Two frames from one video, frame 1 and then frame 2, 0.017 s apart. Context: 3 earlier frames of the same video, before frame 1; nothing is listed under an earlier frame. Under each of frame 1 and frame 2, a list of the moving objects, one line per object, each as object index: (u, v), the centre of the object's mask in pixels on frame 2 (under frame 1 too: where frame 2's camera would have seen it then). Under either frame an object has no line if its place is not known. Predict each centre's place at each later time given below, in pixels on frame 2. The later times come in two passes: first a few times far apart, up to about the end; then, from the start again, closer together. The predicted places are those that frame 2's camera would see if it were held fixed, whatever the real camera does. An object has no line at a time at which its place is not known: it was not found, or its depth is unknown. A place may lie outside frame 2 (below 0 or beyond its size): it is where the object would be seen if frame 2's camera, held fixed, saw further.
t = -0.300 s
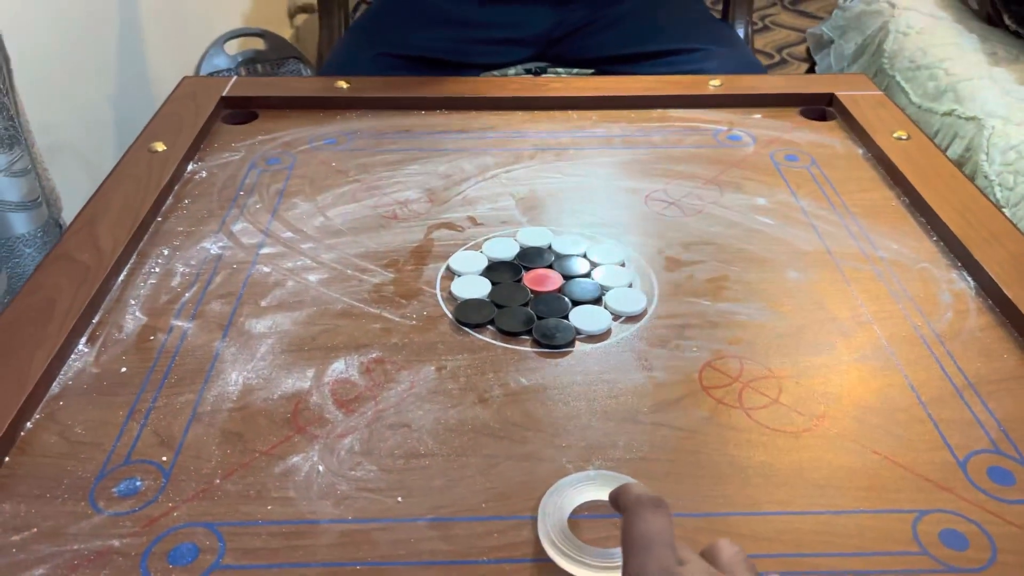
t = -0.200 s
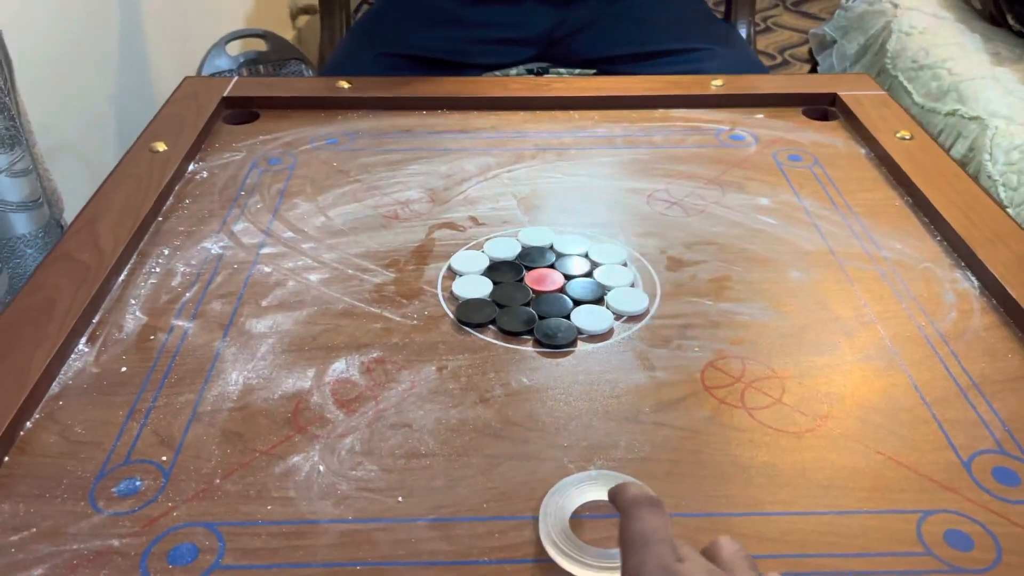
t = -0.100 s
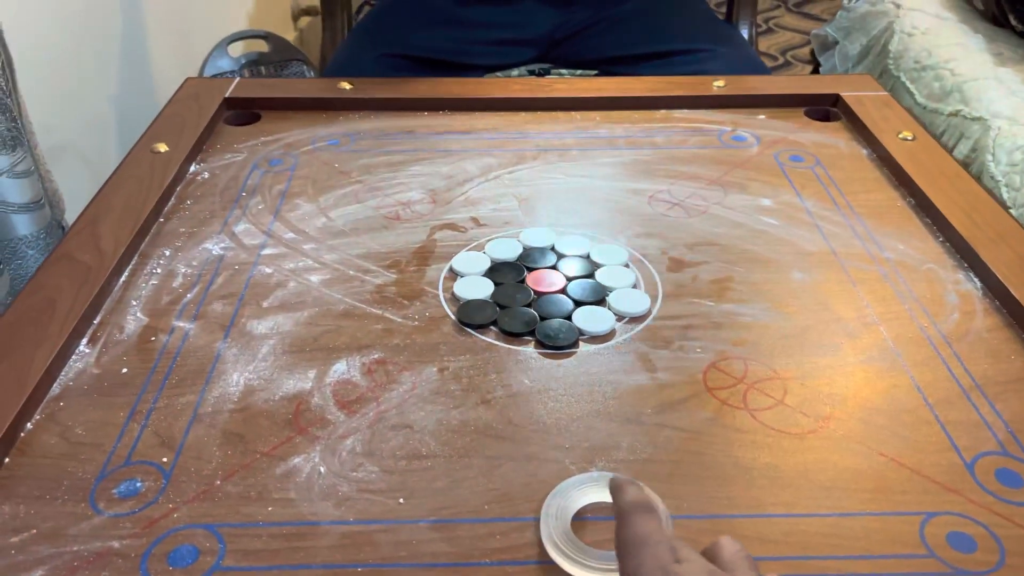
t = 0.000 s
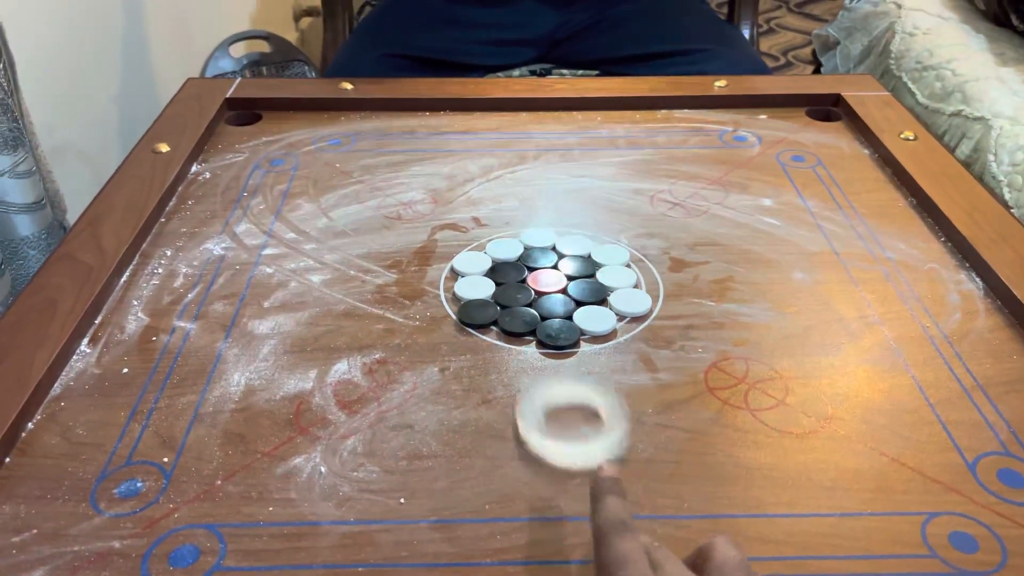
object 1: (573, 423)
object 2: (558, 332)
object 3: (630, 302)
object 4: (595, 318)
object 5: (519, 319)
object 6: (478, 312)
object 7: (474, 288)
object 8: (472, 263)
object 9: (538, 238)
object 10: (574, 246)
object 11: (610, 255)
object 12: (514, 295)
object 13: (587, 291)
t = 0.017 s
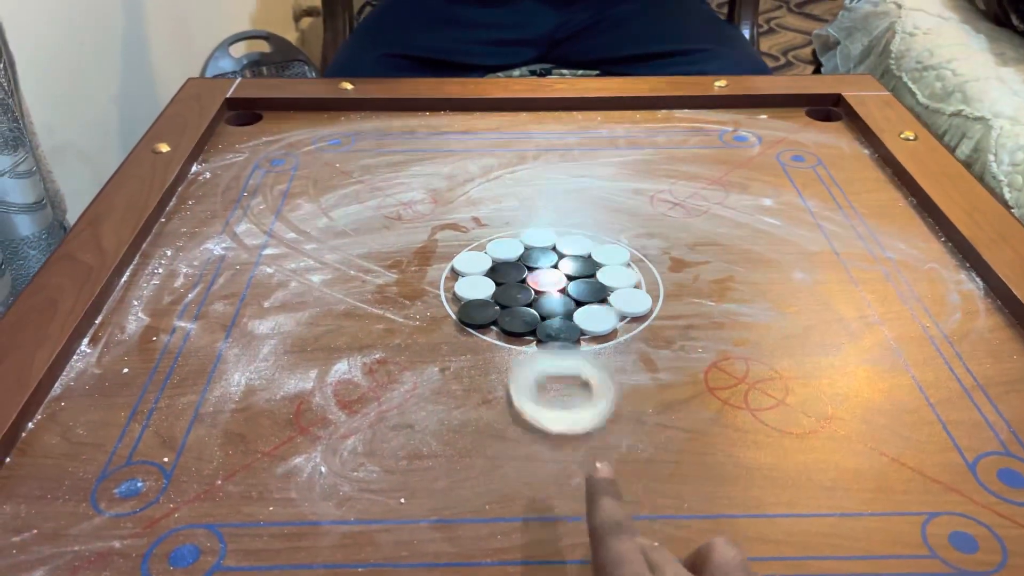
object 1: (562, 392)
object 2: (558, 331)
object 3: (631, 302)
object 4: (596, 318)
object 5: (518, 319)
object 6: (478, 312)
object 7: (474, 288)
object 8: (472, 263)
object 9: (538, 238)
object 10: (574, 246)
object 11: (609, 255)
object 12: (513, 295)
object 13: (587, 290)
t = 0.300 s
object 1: (488, 334)
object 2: (561, 269)
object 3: (904, 271)
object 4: (674, 302)
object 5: (358, 340)
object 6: (212, 331)
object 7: (238, 247)
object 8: (318, 192)
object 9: (509, 154)
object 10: (625, 168)
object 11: (674, 181)
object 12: (405, 265)
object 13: (616, 266)
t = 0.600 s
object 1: (461, 321)
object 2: (566, 237)
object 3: (769, 293)
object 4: (720, 308)
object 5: (211, 370)
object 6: (135, 362)
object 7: (250, 230)
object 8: (227, 149)
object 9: (497, 120)
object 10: (660, 129)
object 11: (723, 137)
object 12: (337, 251)
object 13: (632, 257)
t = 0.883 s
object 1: (461, 321)
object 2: (569, 233)
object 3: (794, 300)
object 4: (659, 357)
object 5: (203, 421)
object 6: (80, 381)
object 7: (338, 229)
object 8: (263, 148)
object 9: (493, 149)
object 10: (642, 136)
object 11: (736, 135)
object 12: (331, 251)
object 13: (633, 256)
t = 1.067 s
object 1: (461, 321)
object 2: (569, 233)
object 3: (794, 300)
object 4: (630, 390)
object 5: (213, 458)
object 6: (87, 390)
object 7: (378, 235)
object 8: (266, 149)
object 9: (494, 168)
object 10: (642, 136)
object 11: (736, 135)
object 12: (331, 251)
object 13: (633, 256)
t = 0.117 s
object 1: (530, 362)
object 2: (561, 305)
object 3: (785, 288)
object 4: (625, 308)
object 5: (460, 326)
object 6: (375, 319)
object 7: (385, 270)
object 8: (413, 234)
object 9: (525, 203)
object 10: (590, 216)
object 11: (635, 224)
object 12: (472, 283)
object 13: (598, 281)
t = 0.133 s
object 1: (525, 359)
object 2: (561, 302)
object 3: (810, 285)
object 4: (630, 308)
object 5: (450, 327)
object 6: (360, 320)
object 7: (370, 267)
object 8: (403, 230)
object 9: (523, 198)
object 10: (594, 211)
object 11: (639, 219)
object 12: (464, 281)
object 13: (601, 279)
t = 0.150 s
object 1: (520, 356)
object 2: (561, 297)
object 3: (835, 283)
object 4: (634, 307)
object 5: (440, 328)
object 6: (345, 320)
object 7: (356, 265)
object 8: (392, 225)
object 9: (522, 192)
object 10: (597, 206)
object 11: (643, 215)
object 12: (457, 279)
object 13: (602, 278)
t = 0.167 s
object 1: (516, 353)
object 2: (561, 294)
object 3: (860, 280)
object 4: (638, 305)
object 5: (431, 329)
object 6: (330, 321)
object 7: (342, 263)
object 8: (384, 221)
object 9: (520, 188)
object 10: (600, 202)
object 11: (646, 211)
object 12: (451, 278)
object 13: (604, 276)
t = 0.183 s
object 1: (511, 351)
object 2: (561, 289)
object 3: (884, 279)
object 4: (643, 305)
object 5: (421, 330)
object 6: (316, 322)
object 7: (328, 261)
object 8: (375, 217)
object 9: (519, 182)
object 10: (603, 197)
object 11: (650, 207)
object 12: (445, 276)
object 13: (606, 275)
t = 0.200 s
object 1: (508, 348)
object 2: (561, 286)
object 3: (908, 277)
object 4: (648, 304)
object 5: (412, 331)
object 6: (301, 323)
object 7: (315, 258)
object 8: (366, 214)
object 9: (517, 178)
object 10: (607, 192)
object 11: (654, 203)
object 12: (439, 274)
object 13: (607, 273)
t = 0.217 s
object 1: (503, 345)
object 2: (561, 284)
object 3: (931, 275)
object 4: (652, 305)
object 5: (403, 333)
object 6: (286, 325)
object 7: (301, 256)
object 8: (357, 210)
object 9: (515, 174)
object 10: (610, 188)
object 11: (658, 198)
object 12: (433, 272)
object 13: (609, 272)
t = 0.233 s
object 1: (501, 343)
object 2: (561, 281)
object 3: (954, 273)
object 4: (657, 304)
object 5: (394, 335)
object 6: (272, 326)
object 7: (288, 254)
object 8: (349, 206)
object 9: (514, 169)
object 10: (613, 184)
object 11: (661, 195)
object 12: (427, 271)
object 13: (610, 271)
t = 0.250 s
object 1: (497, 340)
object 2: (561, 277)
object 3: (949, 273)
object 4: (661, 304)
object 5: (385, 335)
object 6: (257, 327)
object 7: (276, 252)
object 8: (341, 202)
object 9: (513, 165)
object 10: (616, 180)
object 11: (664, 191)
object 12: (421, 269)
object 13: (612, 270)
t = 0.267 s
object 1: (494, 337)
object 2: (561, 275)
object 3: (933, 272)
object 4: (665, 303)
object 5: (376, 336)
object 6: (242, 328)
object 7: (263, 250)
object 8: (333, 199)
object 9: (511, 162)
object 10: (619, 176)
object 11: (667, 187)
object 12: (416, 268)
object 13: (613, 269)
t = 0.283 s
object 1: (491, 335)
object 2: (561, 273)
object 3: (919, 271)
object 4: (670, 302)
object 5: (367, 337)
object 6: (228, 329)
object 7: (251, 248)
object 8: (325, 196)
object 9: (510, 157)
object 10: (622, 172)
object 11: (671, 184)
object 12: (411, 266)
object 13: (614, 268)
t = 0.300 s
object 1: (488, 334)
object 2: (561, 269)
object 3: (904, 271)
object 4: (674, 302)
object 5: (358, 340)
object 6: (212, 331)
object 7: (238, 247)
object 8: (318, 192)
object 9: (509, 154)
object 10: (625, 168)
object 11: (674, 181)
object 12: (405, 265)
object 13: (616, 266)
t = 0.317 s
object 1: (484, 333)
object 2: (561, 266)
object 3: (890, 271)
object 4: (678, 302)
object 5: (349, 340)
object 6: (199, 332)
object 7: (227, 245)
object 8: (310, 189)
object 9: (509, 150)
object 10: (628, 165)
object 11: (677, 177)
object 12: (400, 263)
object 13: (617, 265)
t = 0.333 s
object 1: (482, 332)
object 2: (561, 264)
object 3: (876, 270)
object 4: (682, 301)
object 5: (341, 341)
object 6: (184, 333)
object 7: (214, 243)
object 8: (303, 186)
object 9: (508, 147)
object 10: (630, 162)
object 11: (680, 174)
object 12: (395, 262)
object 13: (618, 264)
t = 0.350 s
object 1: (479, 330)
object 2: (561, 262)
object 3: (862, 270)
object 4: (686, 301)
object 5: (332, 342)
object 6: (170, 335)
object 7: (202, 242)
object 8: (295, 183)
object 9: (506, 144)
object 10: (633, 159)
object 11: (683, 171)
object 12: (390, 261)
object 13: (619, 264)
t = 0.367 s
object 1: (477, 329)
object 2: (561, 259)
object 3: (849, 270)
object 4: (690, 301)
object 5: (324, 344)
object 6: (156, 336)
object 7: (192, 240)
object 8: (288, 180)
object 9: (506, 141)
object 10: (636, 155)
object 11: (686, 168)
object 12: (385, 260)
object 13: (620, 263)
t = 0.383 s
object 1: (474, 327)
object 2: (562, 258)
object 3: (835, 270)
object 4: (694, 301)
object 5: (315, 346)
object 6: (142, 337)
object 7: (179, 238)
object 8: (281, 177)
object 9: (505, 138)
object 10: (638, 153)
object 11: (689, 165)
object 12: (380, 257)
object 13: (621, 262)
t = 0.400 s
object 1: (473, 326)
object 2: (562, 255)
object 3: (823, 270)
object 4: (697, 300)
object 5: (306, 347)
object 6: (129, 338)
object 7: (168, 237)
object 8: (274, 174)
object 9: (504, 135)
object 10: (641, 150)
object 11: (692, 162)
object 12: (376, 257)
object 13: (622, 261)
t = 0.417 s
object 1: (471, 325)
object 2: (562, 253)
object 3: (810, 270)
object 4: (701, 300)
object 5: (297, 349)
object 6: (114, 340)
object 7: (172, 236)
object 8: (267, 171)
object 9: (503, 132)
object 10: (643, 147)
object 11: (695, 160)
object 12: (372, 255)
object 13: (623, 260)
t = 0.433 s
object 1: (469, 324)
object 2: (562, 251)
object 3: (798, 269)
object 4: (705, 300)
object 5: (290, 350)
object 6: (103, 341)
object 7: (181, 235)
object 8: (261, 169)
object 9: (502, 130)
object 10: (645, 144)
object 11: (697, 157)
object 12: (368, 256)
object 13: (624, 260)
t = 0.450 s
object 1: (468, 323)
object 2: (562, 249)
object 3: (786, 269)
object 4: (708, 301)
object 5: (281, 352)
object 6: (106, 343)
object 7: (189, 235)
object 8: (254, 166)
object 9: (502, 127)
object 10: (648, 142)
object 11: (700, 155)
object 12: (364, 255)
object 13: (625, 259)
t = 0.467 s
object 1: (467, 323)
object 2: (562, 247)
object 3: (778, 271)
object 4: (711, 301)
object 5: (272, 354)
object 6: (109, 345)
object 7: (196, 234)
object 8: (249, 163)
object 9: (501, 125)
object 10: (650, 140)
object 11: (703, 152)
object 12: (360, 254)
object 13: (626, 259)
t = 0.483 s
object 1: (465, 322)
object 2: (563, 246)
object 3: (775, 274)
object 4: (715, 301)
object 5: (265, 356)
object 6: (113, 347)
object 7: (203, 233)
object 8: (242, 161)
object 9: (500, 122)
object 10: (652, 137)
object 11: (705, 150)
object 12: (356, 254)
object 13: (627, 258)
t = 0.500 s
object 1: (464, 322)
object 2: (563, 244)
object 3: (772, 278)
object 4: (718, 301)
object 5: (256, 357)
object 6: (116, 349)
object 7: (211, 233)
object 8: (236, 159)
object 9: (500, 120)
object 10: (654, 135)
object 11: (708, 147)
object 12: (353, 253)
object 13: (628, 258)
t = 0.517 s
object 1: (464, 322)
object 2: (563, 243)
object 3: (769, 281)
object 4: (721, 301)
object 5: (248, 359)
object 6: (119, 352)
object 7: (217, 232)
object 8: (231, 157)
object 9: (499, 118)
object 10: (656, 134)
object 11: (711, 145)
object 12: (350, 253)
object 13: (628, 258)
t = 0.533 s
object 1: (463, 321)
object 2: (564, 242)
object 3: (766, 284)
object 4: (724, 301)
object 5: (241, 361)
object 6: (122, 354)
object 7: (224, 232)
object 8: (226, 155)
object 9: (498, 115)
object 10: (657, 132)
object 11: (713, 143)
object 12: (347, 252)
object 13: (629, 258)
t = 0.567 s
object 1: (462, 321)
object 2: (565, 239)
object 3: (762, 290)
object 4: (728, 303)
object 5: (225, 366)
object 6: (129, 358)
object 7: (238, 231)
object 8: (218, 151)
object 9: (498, 117)
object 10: (659, 130)
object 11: (719, 139)
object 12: (342, 251)
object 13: (631, 257)
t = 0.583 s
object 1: (461, 321)
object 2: (565, 238)
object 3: (765, 292)
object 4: (724, 306)
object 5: (218, 368)
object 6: (132, 360)
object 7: (243, 230)
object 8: (223, 149)
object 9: (498, 118)
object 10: (660, 130)
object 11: (721, 138)
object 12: (339, 251)
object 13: (631, 257)
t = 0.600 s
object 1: (461, 321)
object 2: (566, 237)
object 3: (769, 293)
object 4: (720, 308)
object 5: (211, 370)
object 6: (135, 362)
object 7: (250, 230)
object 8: (227, 149)
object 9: (497, 120)
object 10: (660, 129)
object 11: (723, 137)
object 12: (337, 251)
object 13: (632, 257)
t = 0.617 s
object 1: (461, 321)
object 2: (566, 236)
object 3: (772, 294)
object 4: (717, 311)
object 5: (204, 372)
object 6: (138, 364)
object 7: (256, 230)
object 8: (232, 148)
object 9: (497, 121)
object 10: (660, 129)
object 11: (725, 136)
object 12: (335, 251)
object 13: (632, 257)
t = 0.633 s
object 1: (462, 321)
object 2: (567, 235)
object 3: (775, 295)
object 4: (713, 314)
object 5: (196, 374)
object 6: (141, 367)
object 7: (262, 229)
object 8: (236, 147)
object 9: (497, 123)
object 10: (661, 129)
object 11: (727, 135)
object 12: (333, 251)
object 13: (632, 257)
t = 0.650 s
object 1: (462, 321)
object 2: (567, 235)
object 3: (778, 296)
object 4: (709, 317)
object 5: (189, 375)
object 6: (143, 369)
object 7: (269, 229)
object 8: (239, 147)
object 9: (496, 125)
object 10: (661, 129)
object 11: (729, 135)
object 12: (332, 251)
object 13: (633, 256)
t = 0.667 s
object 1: (462, 321)
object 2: (567, 235)
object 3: (781, 297)
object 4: (705, 319)
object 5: (188, 378)
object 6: (140, 370)
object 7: (274, 229)
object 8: (243, 146)
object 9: (495, 126)
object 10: (661, 129)
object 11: (730, 135)
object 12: (331, 251)
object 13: (633, 256)
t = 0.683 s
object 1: (461, 321)
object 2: (568, 234)
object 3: (784, 298)
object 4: (701, 322)
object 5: (189, 381)
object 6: (134, 371)
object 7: (279, 229)
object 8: (246, 146)
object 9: (495, 128)
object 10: (661, 129)
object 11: (731, 135)
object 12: (331, 251)
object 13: (633, 256)
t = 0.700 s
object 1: (462, 321)
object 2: (568, 234)
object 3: (786, 299)
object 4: (697, 325)
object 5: (191, 385)
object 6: (129, 371)
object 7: (284, 229)
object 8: (248, 146)
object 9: (495, 130)
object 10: (661, 129)
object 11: (733, 135)
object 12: (331, 251)
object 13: (633, 256)
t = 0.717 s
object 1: (461, 321)
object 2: (568, 233)
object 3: (788, 299)
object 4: (693, 328)
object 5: (192, 388)
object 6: (124, 372)
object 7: (290, 229)
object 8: (251, 146)
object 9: (495, 131)
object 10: (661, 129)
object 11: (734, 135)
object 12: (331, 251)
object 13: (633, 256)
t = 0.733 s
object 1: (462, 321)
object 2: (568, 233)
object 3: (790, 300)
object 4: (690, 331)
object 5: (193, 391)
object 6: (120, 373)
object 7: (295, 229)
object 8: (252, 146)
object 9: (495, 133)
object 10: (660, 129)
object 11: (735, 135)
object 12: (331, 251)
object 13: (633, 256)
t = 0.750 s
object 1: (462, 321)
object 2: (568, 233)
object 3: (791, 300)
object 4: (686, 334)
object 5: (195, 394)
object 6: (115, 374)
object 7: (301, 229)
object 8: (254, 146)
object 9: (495, 135)
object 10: (660, 129)
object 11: (735, 135)
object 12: (331, 251)
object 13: (633, 256)
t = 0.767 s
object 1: (461, 321)
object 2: (569, 233)
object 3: (793, 300)
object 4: (683, 336)
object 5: (196, 398)
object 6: (110, 375)
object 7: (306, 229)
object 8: (255, 147)
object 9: (494, 136)
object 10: (657, 130)
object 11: (735, 135)
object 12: (331, 251)
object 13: (633, 256)
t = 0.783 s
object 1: (461, 321)
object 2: (569, 233)
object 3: (793, 300)
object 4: (679, 339)
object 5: (197, 401)
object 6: (105, 376)
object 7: (311, 229)
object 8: (257, 147)
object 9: (494, 139)
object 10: (654, 132)
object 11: (736, 135)
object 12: (331, 251)
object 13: (633, 256)
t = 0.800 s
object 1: (461, 321)
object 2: (569, 233)
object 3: (793, 300)
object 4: (676, 342)
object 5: (198, 405)
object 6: (101, 377)
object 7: (315, 229)
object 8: (258, 147)
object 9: (494, 140)
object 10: (651, 133)
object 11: (736, 135)
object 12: (331, 251)
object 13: (633, 256)
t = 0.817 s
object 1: (462, 321)
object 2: (568, 233)
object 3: (794, 300)
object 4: (673, 345)
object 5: (199, 408)
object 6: (96, 377)
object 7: (320, 229)
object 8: (259, 147)
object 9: (494, 142)
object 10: (648, 134)
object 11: (736, 135)
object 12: (331, 251)
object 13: (633, 256)
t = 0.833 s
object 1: (461, 321)
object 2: (569, 233)
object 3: (794, 300)
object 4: (669, 348)
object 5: (200, 411)
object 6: (92, 378)
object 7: (325, 229)
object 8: (261, 148)
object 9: (493, 144)
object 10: (646, 135)
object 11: (736, 135)
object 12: (331, 251)
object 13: (633, 256)
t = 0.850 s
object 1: (461, 321)
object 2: (568, 233)
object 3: (794, 300)
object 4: (666, 351)
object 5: (201, 415)
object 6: (88, 379)
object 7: (330, 229)
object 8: (262, 148)
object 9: (493, 145)
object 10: (644, 135)
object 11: (736, 135)
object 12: (331, 251)
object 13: (633, 256)
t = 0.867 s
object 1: (461, 321)
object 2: (569, 233)
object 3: (794, 300)
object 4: (663, 354)
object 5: (202, 418)
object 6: (84, 380)
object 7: (334, 229)
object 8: (262, 148)
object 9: (493, 147)
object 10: (643, 136)
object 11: (736, 135)
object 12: (331, 251)
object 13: (633, 256)
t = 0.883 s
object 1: (461, 321)
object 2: (569, 233)
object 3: (794, 300)
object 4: (659, 357)
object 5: (203, 421)
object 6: (80, 381)
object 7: (338, 229)
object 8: (263, 148)
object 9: (493, 149)
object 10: (642, 136)
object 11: (736, 135)
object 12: (331, 251)
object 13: (633, 256)
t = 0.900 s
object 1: (461, 321)
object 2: (569, 233)
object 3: (794, 300)
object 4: (656, 360)
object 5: (204, 425)
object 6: (78, 382)
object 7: (343, 230)
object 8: (264, 148)
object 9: (493, 151)
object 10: (642, 136)
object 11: (736, 135)
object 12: (331, 251)
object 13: (633, 256)
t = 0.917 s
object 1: (461, 321)
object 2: (569, 233)
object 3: (794, 300)
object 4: (653, 363)
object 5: (205, 428)
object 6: (79, 383)
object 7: (347, 230)
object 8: (264, 148)
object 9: (493, 152)
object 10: (642, 136)
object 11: (736, 135)
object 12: (331, 251)
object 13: (633, 256)
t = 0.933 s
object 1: (461, 321)
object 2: (569, 233)
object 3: (794, 300)
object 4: (651, 366)
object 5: (207, 431)
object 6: (81, 384)
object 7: (351, 230)
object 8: (265, 148)
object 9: (493, 154)
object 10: (642, 136)
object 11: (736, 135)
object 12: (331, 251)
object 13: (633, 256)
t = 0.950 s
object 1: (461, 321)
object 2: (569, 233)
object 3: (794, 300)
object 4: (648, 369)
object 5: (207, 435)
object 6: (82, 385)
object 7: (355, 231)
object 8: (265, 148)
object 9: (493, 156)
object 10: (642, 136)
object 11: (736, 135)
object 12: (331, 251)
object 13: (633, 256)
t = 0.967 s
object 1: (461, 321)
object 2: (569, 233)
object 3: (794, 300)
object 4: (645, 372)
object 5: (208, 438)
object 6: (83, 386)
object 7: (358, 231)
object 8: (265, 149)
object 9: (493, 158)
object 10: (642, 136)
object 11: (736, 135)
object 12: (331, 251)
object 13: (633, 256)
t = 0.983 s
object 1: (461, 321)
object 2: (569, 233)
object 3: (794, 300)
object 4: (642, 375)
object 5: (209, 442)
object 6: (84, 387)
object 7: (362, 232)
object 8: (265, 149)
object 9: (493, 160)
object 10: (641, 136)
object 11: (736, 135)
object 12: (331, 251)
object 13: (633, 256)
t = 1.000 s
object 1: (462, 321)
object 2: (569, 233)
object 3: (794, 300)
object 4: (640, 378)
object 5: (210, 445)
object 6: (85, 387)
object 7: (365, 233)
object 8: (266, 149)
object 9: (493, 161)
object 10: (641, 136)
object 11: (736, 135)
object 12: (331, 251)
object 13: (633, 256)
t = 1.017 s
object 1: (462, 321)
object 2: (569, 233)
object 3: (794, 300)
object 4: (637, 381)
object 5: (211, 448)
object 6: (86, 388)
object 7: (368, 233)
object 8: (266, 149)
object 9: (494, 163)
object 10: (642, 136)
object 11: (736, 135)
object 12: (331, 251)
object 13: (633, 256)
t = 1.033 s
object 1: (461, 321)
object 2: (569, 233)
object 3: (794, 300)
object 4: (634, 384)
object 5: (212, 451)
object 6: (87, 389)
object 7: (372, 234)
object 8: (266, 149)
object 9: (494, 164)
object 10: (642, 136)
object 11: (736, 135)
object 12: (331, 251)
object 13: (633, 256)
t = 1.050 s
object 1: (461, 321)
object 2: (569, 233)
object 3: (794, 300)
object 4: (632, 387)
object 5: (213, 454)
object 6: (87, 389)
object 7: (375, 234)
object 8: (266, 149)
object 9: (494, 166)
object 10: (642, 136)
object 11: (736, 135)
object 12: (331, 251)
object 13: (633, 256)
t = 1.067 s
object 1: (461, 321)
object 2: (569, 233)
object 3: (794, 300)
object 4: (630, 390)
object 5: (213, 458)
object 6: (87, 390)
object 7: (378, 235)
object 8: (266, 149)
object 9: (494, 168)
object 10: (642, 136)
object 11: (736, 135)
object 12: (331, 251)
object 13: (633, 256)
